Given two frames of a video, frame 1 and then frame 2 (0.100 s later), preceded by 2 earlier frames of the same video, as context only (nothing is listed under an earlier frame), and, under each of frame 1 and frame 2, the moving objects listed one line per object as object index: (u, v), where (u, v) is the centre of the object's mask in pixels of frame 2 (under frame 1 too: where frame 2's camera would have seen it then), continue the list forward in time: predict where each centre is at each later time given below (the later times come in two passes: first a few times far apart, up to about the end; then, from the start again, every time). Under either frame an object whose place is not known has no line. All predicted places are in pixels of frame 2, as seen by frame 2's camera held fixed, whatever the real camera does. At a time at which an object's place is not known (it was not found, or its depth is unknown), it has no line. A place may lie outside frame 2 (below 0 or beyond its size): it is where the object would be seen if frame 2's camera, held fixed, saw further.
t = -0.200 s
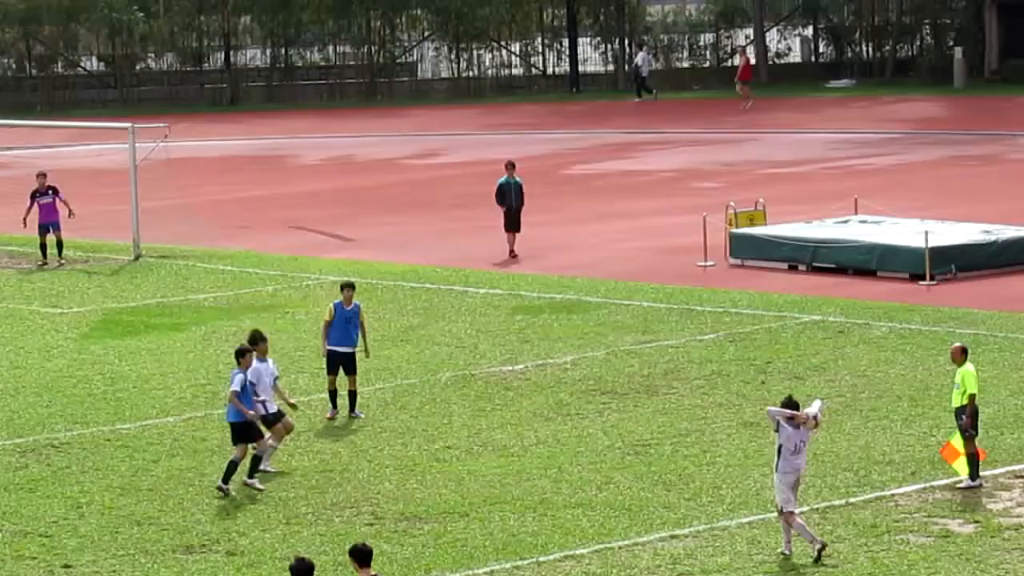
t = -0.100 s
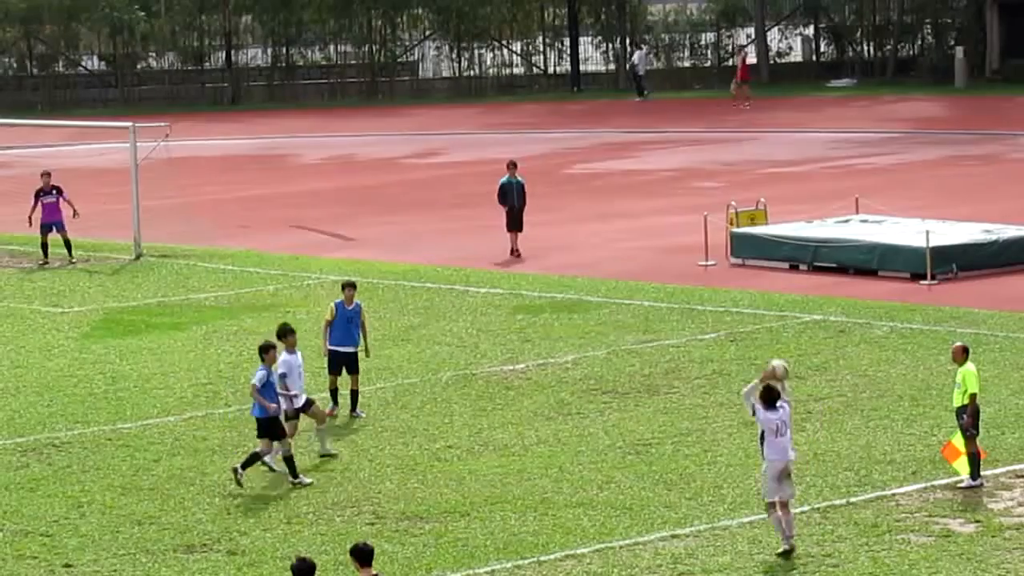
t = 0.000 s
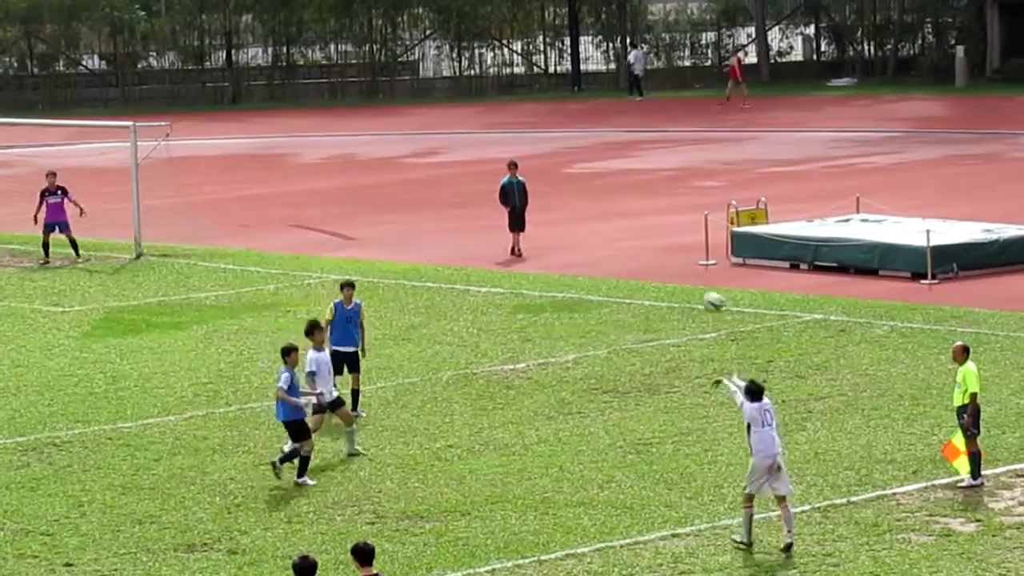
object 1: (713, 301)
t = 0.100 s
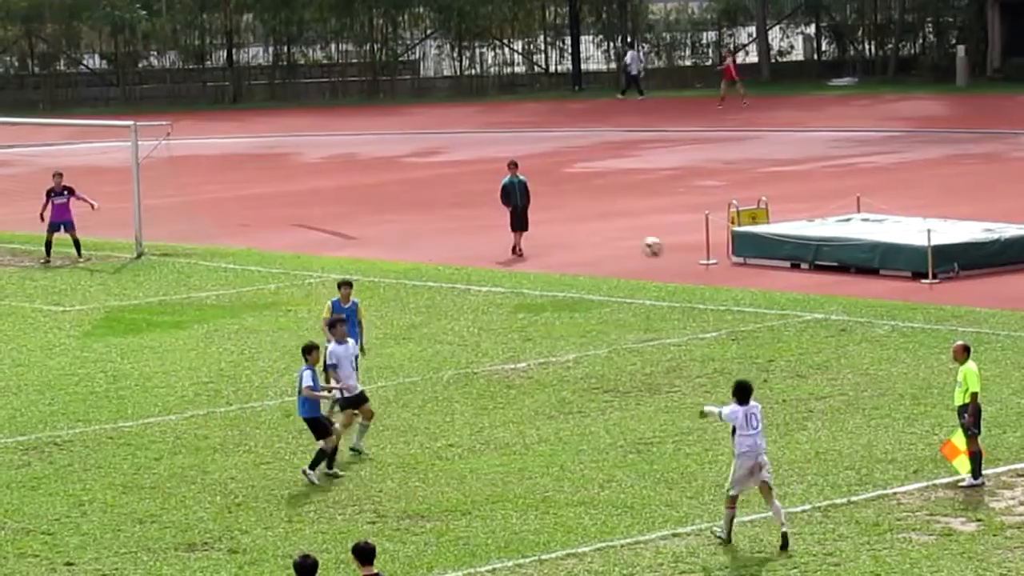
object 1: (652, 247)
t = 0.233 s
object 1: (575, 189)
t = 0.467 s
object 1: (459, 129)
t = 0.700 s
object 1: (359, 114)
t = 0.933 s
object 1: (276, 141)
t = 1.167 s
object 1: (207, 203)
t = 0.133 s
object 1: (632, 231)
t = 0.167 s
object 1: (613, 216)
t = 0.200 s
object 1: (594, 202)
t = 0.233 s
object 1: (575, 189)
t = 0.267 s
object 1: (557, 177)
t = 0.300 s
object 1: (540, 167)
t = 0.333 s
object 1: (523, 157)
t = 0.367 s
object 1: (507, 149)
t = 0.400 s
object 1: (490, 142)
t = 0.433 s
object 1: (474, 135)
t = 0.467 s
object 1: (459, 129)
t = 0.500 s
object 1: (443, 124)
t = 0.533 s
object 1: (428, 121)
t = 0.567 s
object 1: (414, 117)
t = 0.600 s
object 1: (400, 115)
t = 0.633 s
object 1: (386, 114)
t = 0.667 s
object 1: (373, 114)
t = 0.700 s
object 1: (359, 114)
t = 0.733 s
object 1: (347, 115)
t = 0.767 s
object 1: (333, 117)
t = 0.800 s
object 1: (322, 120)
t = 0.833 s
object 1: (310, 125)
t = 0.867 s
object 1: (298, 129)
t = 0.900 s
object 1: (287, 135)
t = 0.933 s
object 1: (276, 141)
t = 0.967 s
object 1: (264, 147)
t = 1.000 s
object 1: (255, 155)
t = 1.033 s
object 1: (245, 164)
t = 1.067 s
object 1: (235, 172)
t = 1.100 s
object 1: (225, 182)
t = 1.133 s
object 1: (216, 192)
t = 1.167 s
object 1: (207, 203)
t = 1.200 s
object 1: (199, 215)
